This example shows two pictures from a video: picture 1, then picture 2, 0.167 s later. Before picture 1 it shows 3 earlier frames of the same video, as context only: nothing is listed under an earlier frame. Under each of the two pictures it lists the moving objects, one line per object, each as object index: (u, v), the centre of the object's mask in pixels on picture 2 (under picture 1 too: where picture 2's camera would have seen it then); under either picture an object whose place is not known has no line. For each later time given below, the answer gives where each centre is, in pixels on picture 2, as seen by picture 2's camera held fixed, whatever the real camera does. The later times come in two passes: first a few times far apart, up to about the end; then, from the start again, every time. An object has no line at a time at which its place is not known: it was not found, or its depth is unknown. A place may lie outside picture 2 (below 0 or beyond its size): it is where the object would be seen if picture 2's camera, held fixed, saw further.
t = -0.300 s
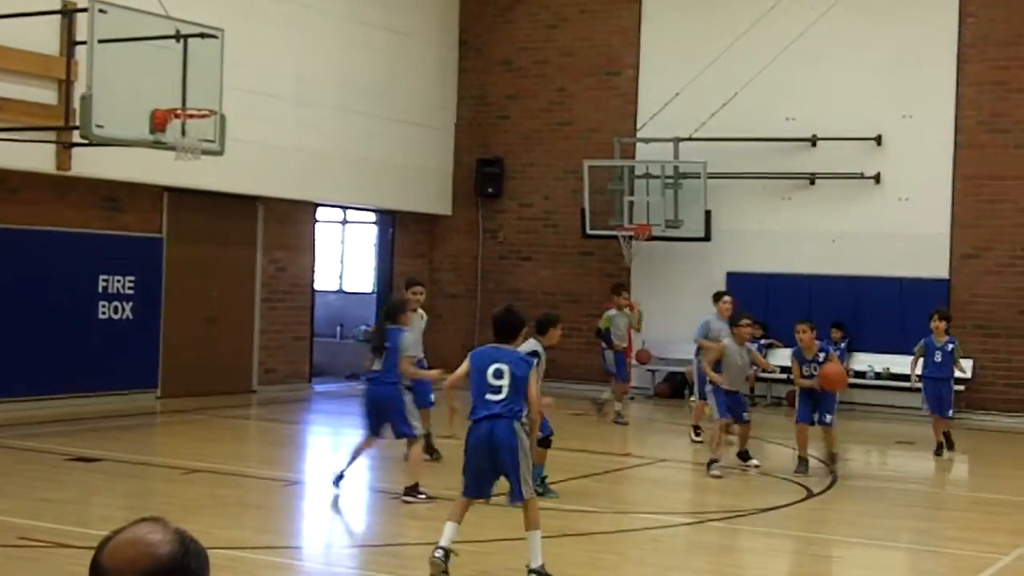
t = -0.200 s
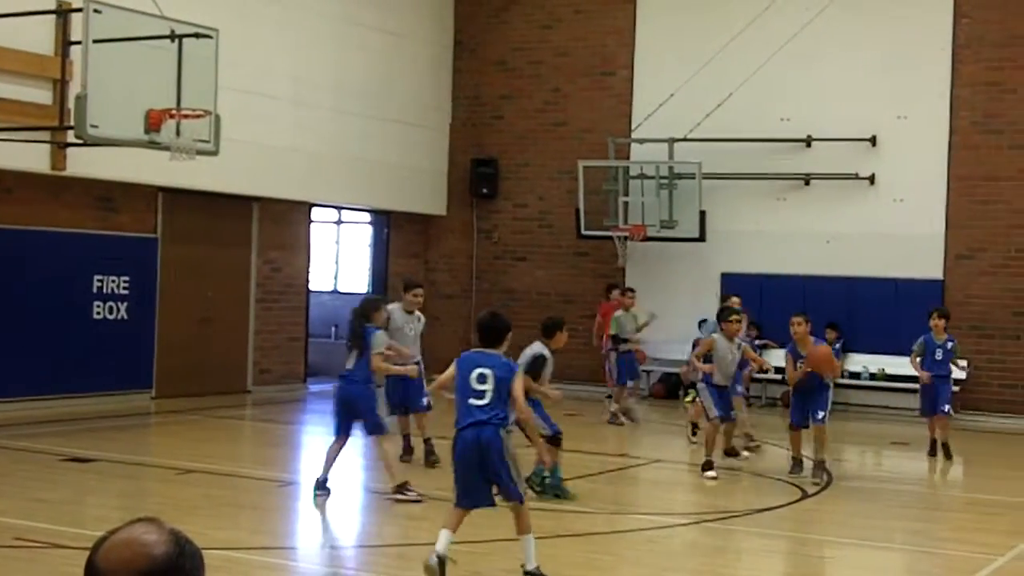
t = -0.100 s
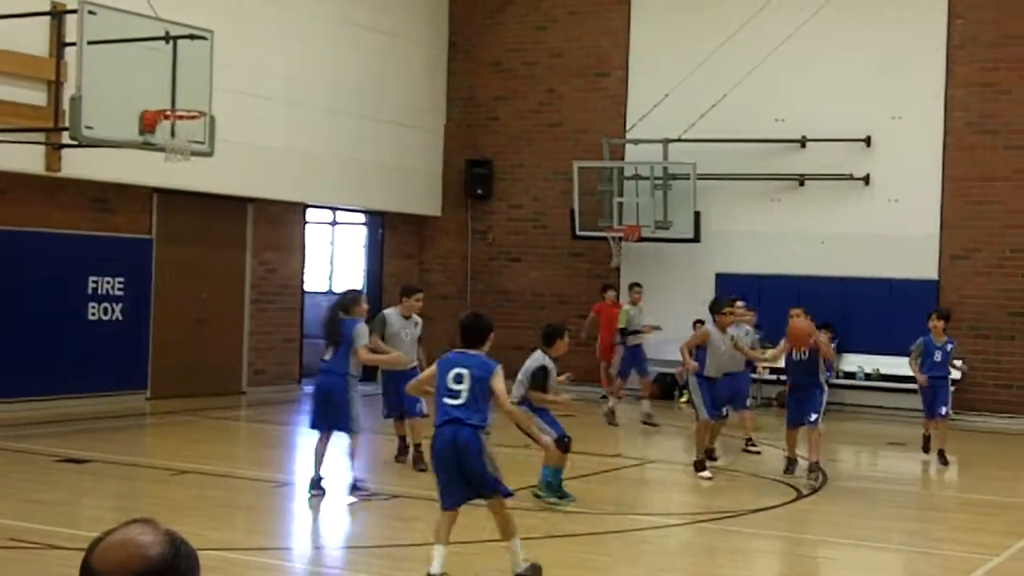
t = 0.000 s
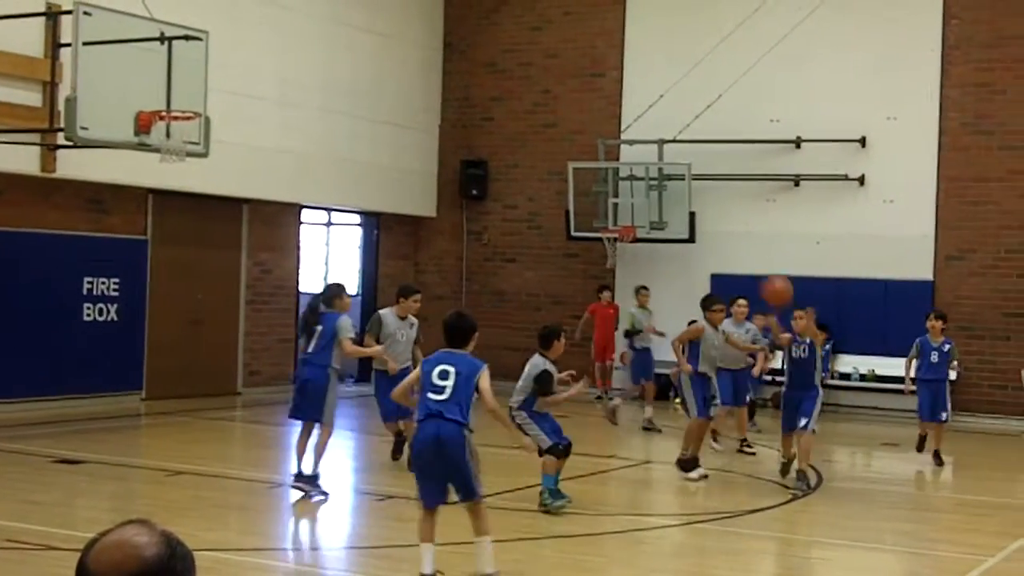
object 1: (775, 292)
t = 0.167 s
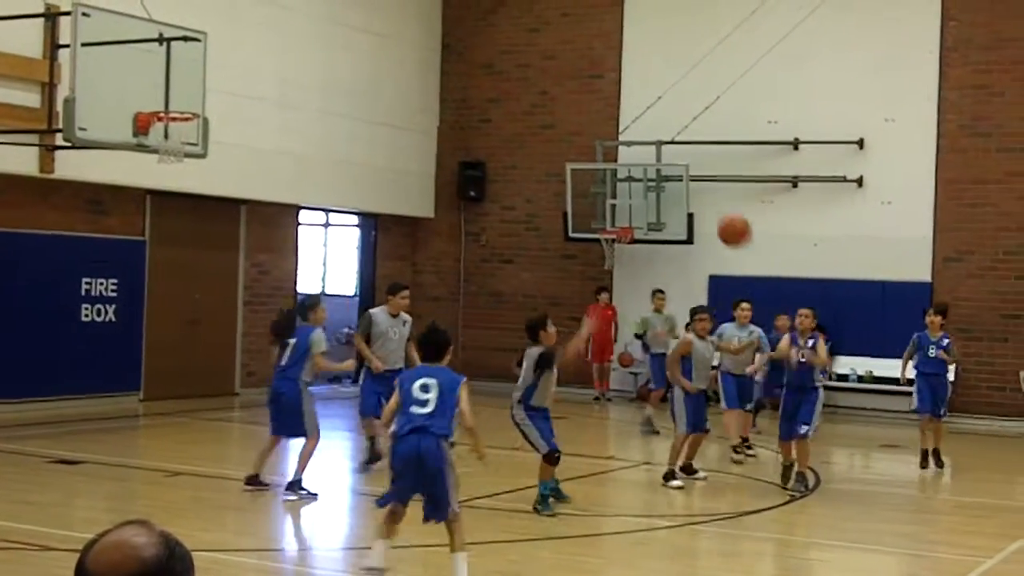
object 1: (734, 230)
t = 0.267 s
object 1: (706, 208)
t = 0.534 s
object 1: (609, 213)
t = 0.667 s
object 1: (551, 263)
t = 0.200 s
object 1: (725, 222)
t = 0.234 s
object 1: (715, 215)
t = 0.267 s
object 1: (706, 208)
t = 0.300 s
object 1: (695, 203)
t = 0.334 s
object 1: (684, 199)
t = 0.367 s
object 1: (674, 196)
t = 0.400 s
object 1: (662, 196)
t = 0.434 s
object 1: (651, 197)
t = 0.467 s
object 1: (637, 200)
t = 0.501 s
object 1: (624, 206)
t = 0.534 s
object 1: (609, 213)
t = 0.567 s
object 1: (595, 218)
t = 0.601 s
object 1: (580, 232)
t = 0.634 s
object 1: (566, 247)
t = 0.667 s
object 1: (551, 263)
